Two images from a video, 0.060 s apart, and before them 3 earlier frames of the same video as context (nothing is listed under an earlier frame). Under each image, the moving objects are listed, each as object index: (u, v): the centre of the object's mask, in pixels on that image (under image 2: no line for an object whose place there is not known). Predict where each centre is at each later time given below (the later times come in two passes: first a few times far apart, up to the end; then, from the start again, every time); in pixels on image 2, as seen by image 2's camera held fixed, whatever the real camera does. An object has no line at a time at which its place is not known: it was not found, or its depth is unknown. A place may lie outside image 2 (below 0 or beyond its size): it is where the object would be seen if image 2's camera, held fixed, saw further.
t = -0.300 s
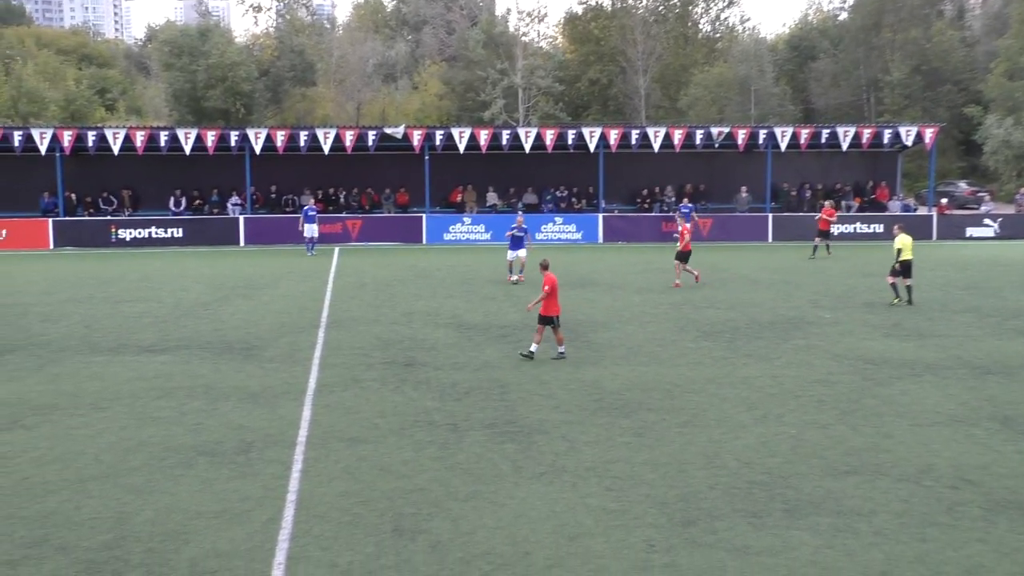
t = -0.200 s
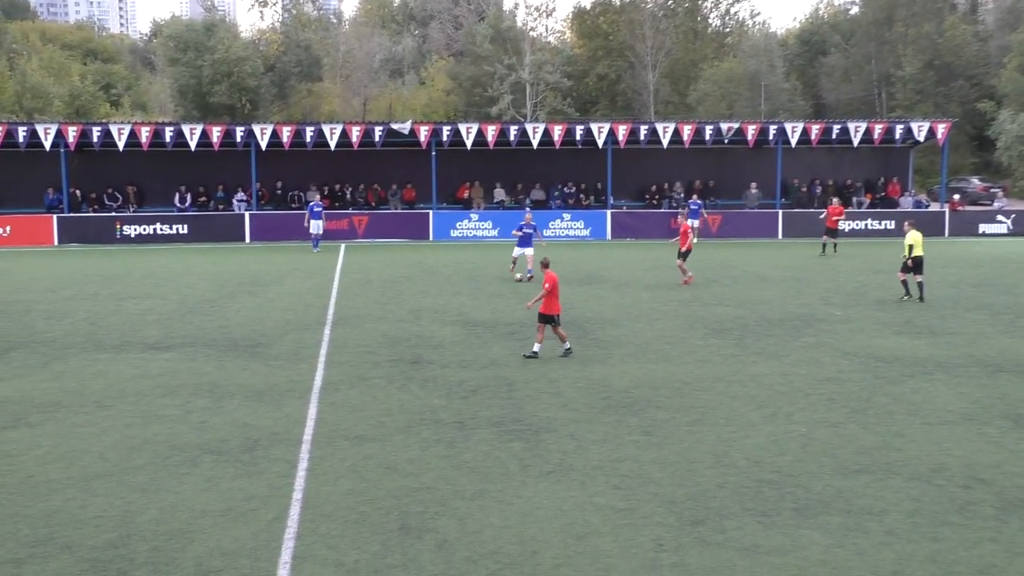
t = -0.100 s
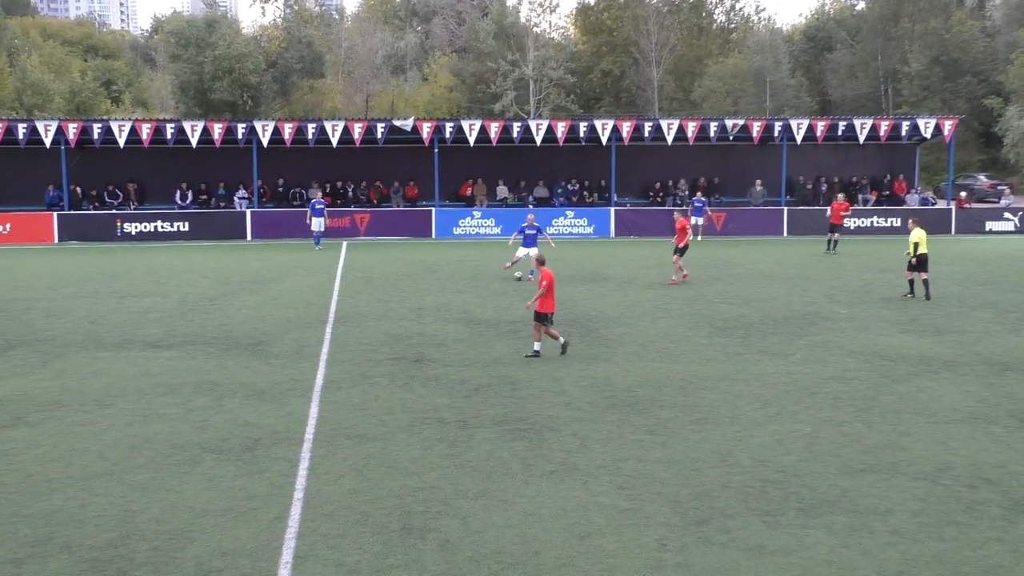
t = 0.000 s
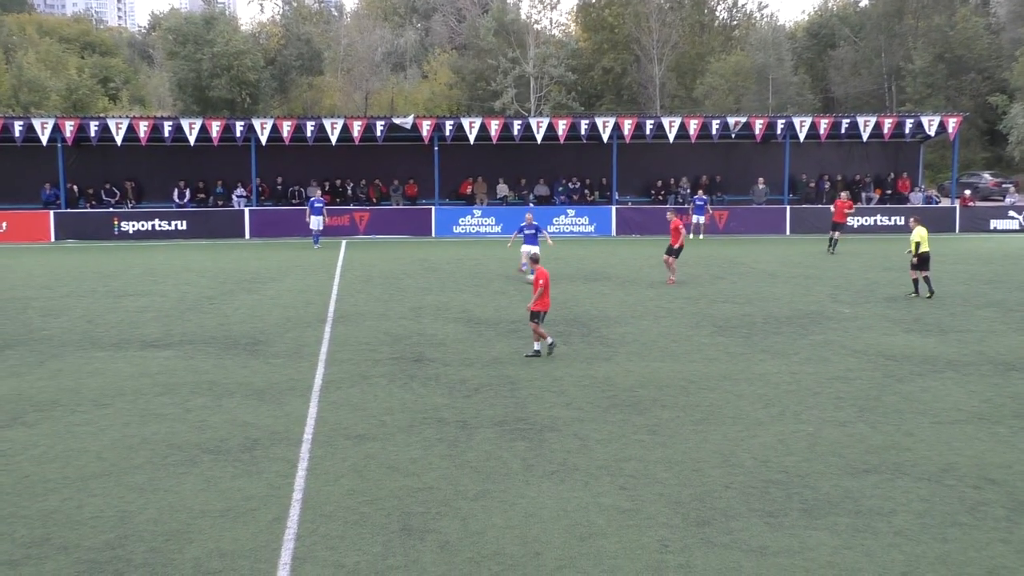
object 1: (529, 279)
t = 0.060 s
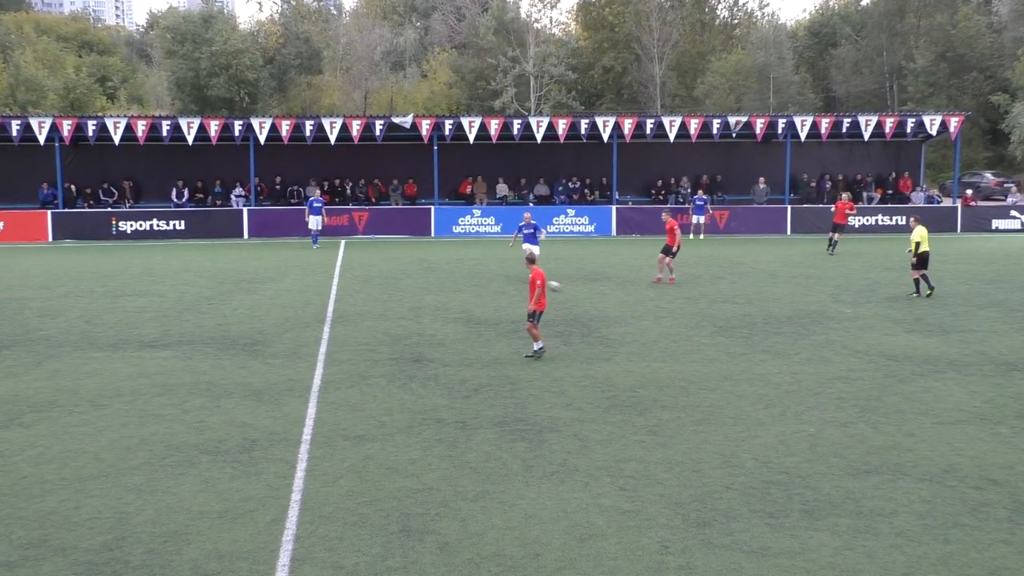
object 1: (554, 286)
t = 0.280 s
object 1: (640, 310)
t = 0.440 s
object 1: (708, 326)
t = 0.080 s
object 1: (562, 289)
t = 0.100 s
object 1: (568, 291)
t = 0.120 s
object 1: (575, 292)
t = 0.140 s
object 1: (584, 294)
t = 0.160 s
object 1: (592, 296)
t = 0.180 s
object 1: (600, 299)
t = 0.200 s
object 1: (607, 301)
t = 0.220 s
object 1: (616, 303)
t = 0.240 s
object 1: (623, 306)
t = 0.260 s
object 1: (632, 308)
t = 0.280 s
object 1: (640, 310)
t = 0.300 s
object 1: (648, 312)
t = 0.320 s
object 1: (657, 314)
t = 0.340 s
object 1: (665, 317)
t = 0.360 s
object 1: (674, 320)
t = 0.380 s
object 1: (682, 322)
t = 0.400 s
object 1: (691, 323)
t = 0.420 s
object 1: (699, 324)
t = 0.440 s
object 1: (708, 326)
